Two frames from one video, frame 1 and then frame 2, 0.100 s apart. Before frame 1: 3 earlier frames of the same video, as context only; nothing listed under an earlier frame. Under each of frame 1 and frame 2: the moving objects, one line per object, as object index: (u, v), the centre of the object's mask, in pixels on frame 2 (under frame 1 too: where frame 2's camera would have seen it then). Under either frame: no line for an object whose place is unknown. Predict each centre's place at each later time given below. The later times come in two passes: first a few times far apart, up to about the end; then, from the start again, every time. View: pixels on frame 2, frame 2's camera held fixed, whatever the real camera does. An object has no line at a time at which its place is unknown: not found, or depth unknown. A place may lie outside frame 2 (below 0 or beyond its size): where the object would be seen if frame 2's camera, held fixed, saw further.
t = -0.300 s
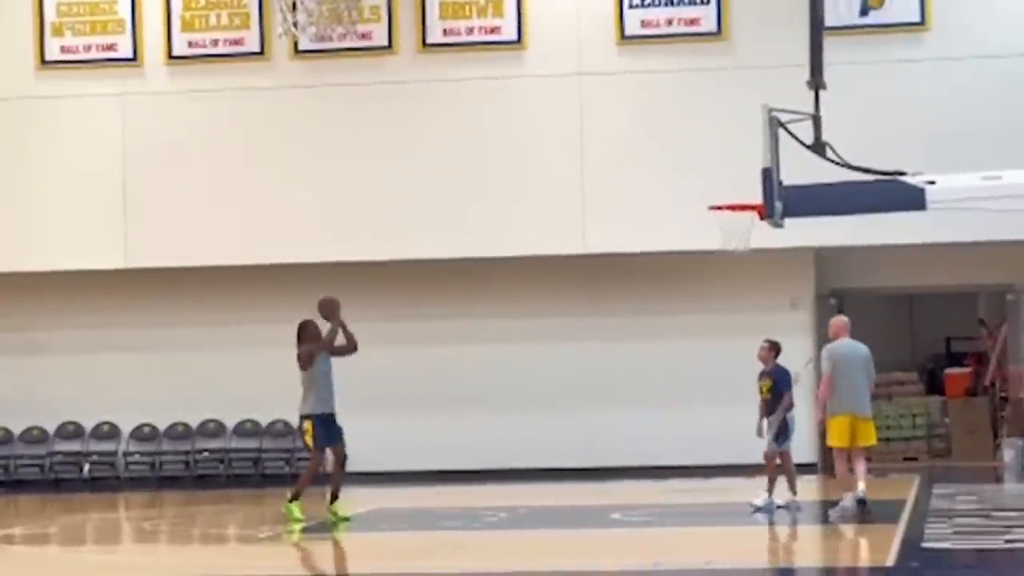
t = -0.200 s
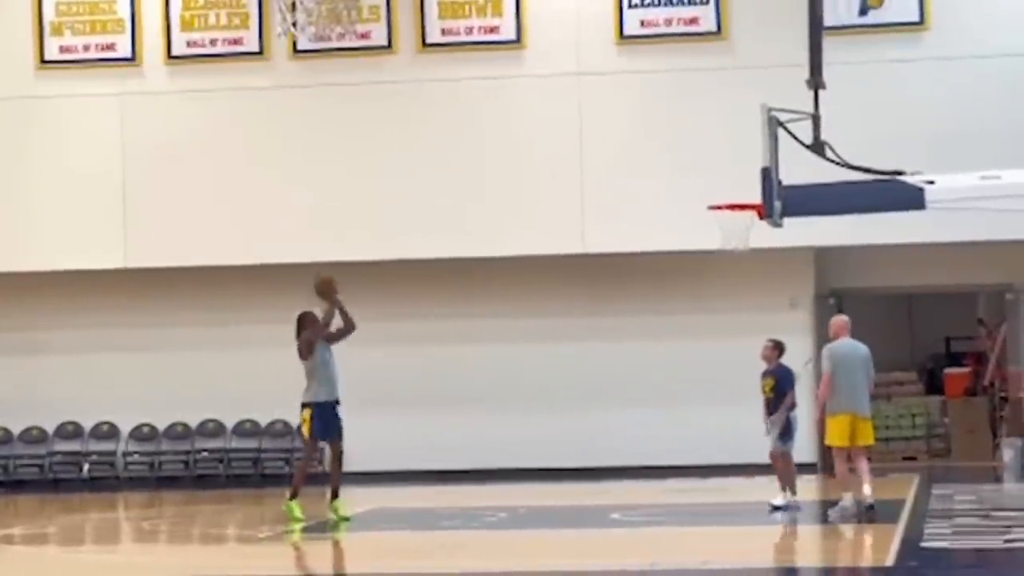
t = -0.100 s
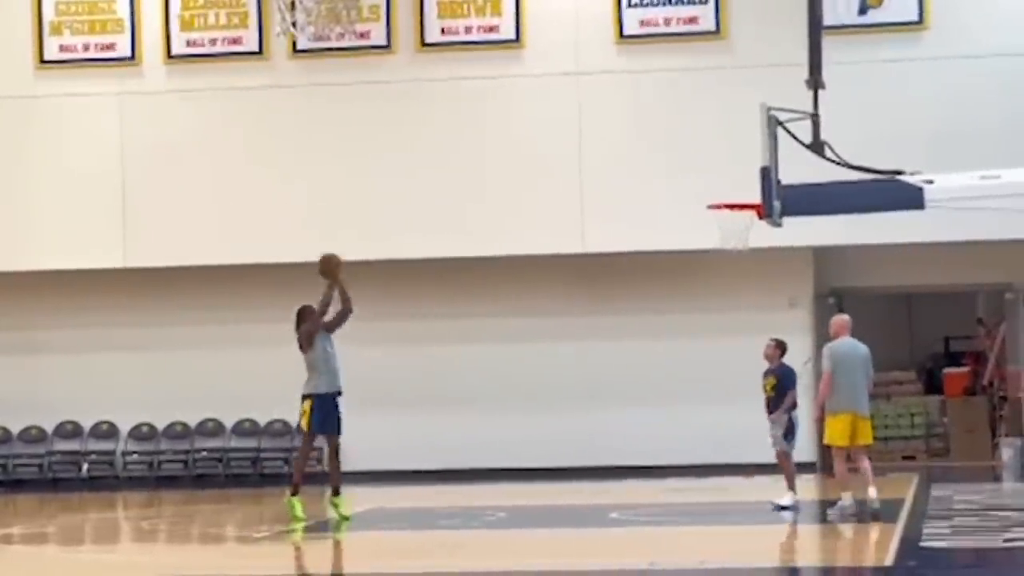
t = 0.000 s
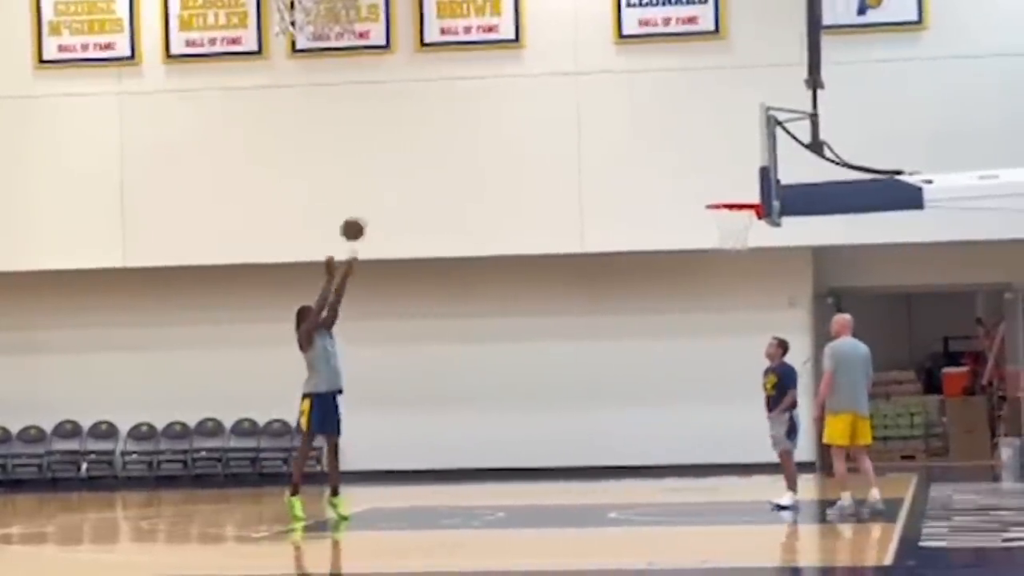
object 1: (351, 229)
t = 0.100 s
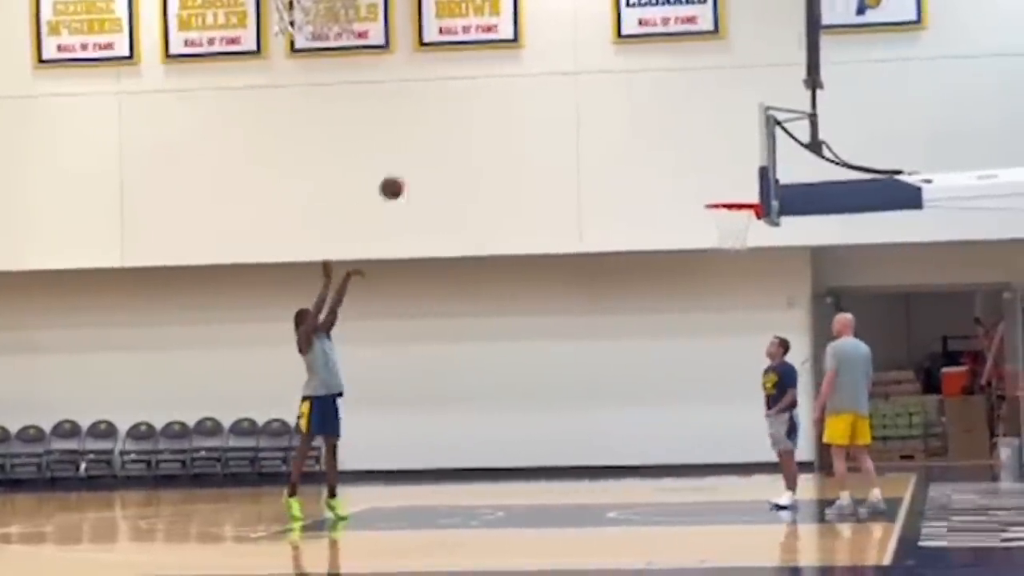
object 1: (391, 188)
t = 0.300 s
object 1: (471, 134)
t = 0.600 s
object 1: (593, 125)
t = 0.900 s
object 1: (713, 196)
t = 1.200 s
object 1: (709, 219)
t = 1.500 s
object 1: (725, 256)
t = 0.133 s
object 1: (405, 176)
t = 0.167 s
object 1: (418, 166)
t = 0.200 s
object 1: (431, 157)
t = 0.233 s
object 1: (445, 148)
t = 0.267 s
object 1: (458, 140)
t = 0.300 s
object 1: (471, 134)
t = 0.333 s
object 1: (485, 129)
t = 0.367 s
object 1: (498, 125)
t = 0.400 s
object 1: (512, 121)
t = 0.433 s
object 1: (525, 120)
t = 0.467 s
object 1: (539, 119)
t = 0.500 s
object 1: (552, 119)
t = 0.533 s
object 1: (566, 120)
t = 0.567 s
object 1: (580, 122)
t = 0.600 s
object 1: (593, 125)
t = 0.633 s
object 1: (607, 130)
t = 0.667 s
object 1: (620, 135)
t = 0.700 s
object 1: (634, 142)
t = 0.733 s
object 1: (648, 149)
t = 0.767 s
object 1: (662, 158)
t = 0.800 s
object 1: (675, 168)
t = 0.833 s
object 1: (689, 178)
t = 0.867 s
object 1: (702, 190)
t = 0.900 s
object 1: (713, 196)
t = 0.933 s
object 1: (722, 198)
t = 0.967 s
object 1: (731, 201)
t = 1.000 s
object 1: (738, 205)
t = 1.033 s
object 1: (734, 207)
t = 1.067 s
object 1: (727, 209)
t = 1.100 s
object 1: (720, 212)
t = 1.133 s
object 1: (715, 216)
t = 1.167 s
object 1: (711, 218)
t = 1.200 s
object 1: (709, 219)
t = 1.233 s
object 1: (709, 220)
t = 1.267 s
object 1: (710, 221)
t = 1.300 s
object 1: (711, 223)
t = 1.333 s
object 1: (713, 226)
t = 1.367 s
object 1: (715, 231)
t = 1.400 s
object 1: (718, 235)
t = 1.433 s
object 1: (719, 242)
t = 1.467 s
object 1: (722, 248)
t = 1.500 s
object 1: (725, 256)
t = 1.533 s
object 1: (727, 264)
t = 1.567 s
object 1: (730, 276)
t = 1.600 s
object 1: (732, 287)
